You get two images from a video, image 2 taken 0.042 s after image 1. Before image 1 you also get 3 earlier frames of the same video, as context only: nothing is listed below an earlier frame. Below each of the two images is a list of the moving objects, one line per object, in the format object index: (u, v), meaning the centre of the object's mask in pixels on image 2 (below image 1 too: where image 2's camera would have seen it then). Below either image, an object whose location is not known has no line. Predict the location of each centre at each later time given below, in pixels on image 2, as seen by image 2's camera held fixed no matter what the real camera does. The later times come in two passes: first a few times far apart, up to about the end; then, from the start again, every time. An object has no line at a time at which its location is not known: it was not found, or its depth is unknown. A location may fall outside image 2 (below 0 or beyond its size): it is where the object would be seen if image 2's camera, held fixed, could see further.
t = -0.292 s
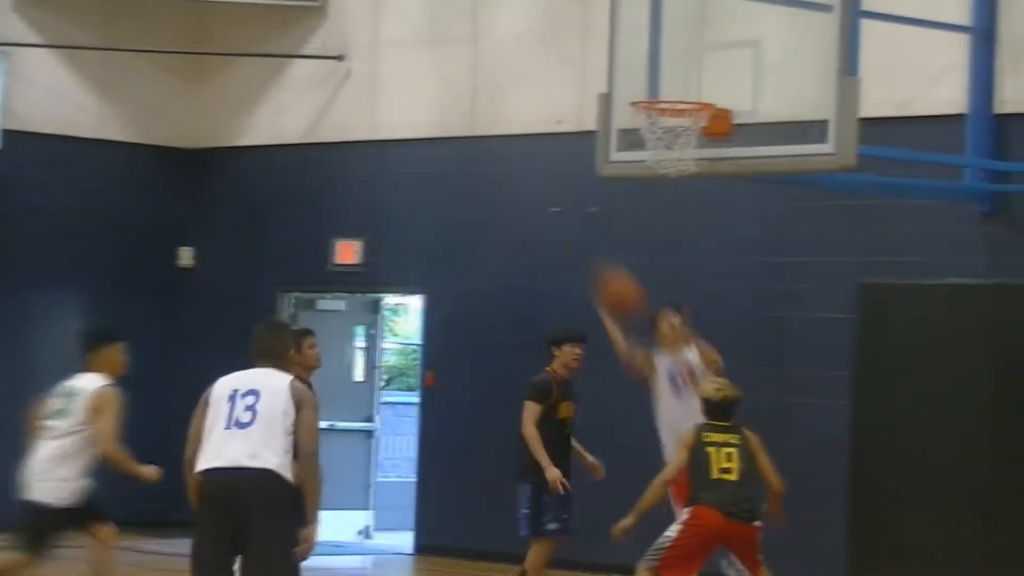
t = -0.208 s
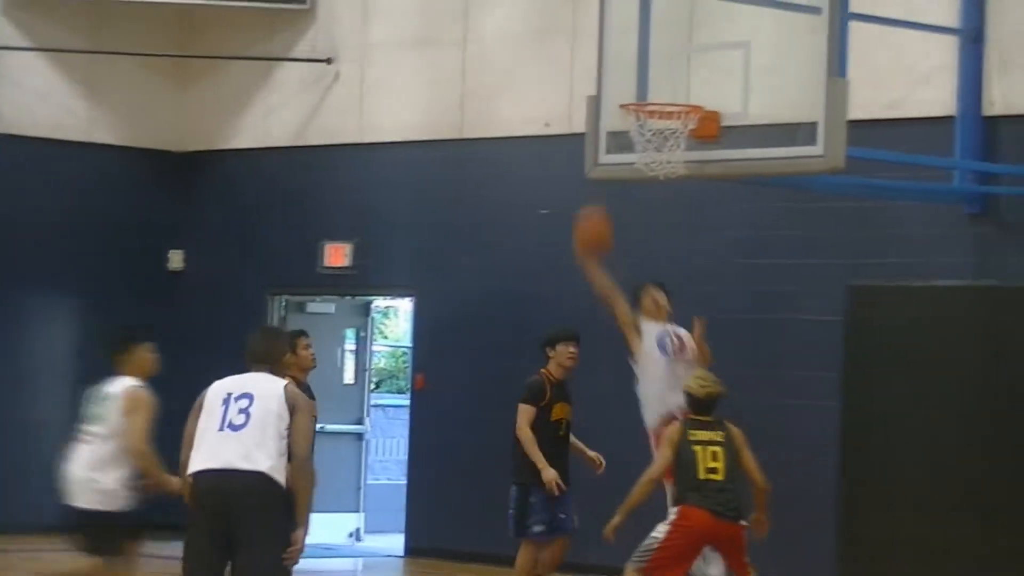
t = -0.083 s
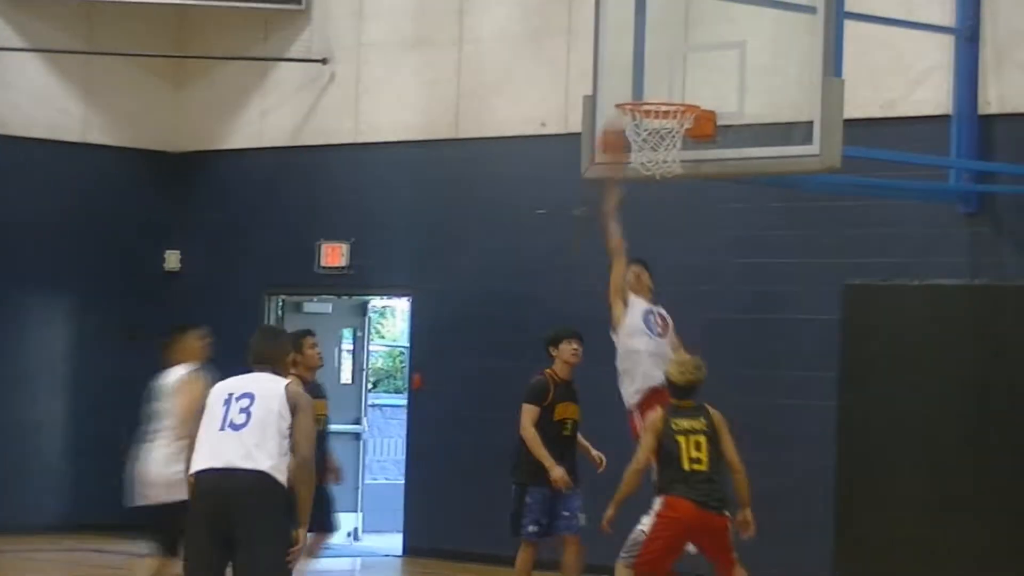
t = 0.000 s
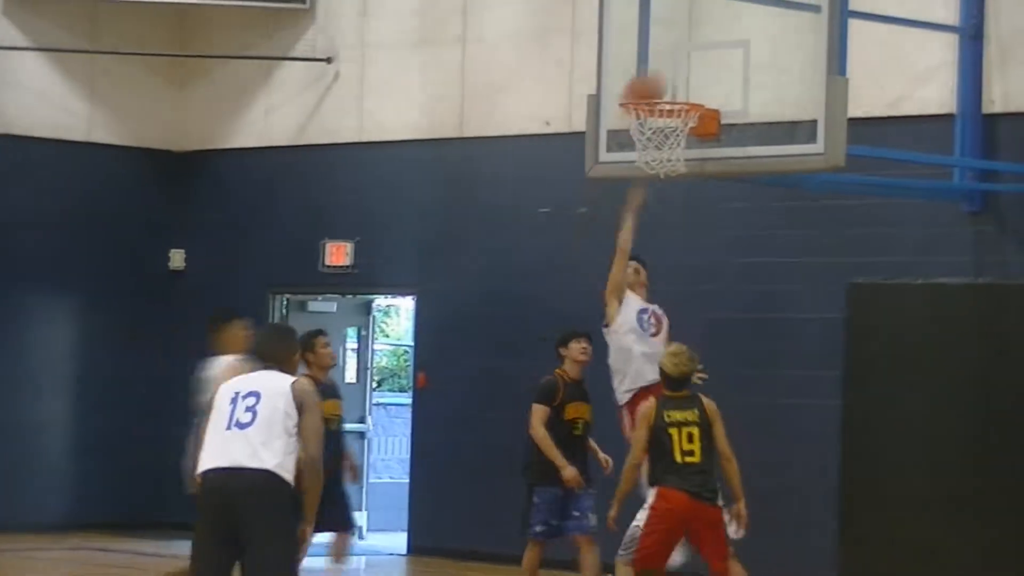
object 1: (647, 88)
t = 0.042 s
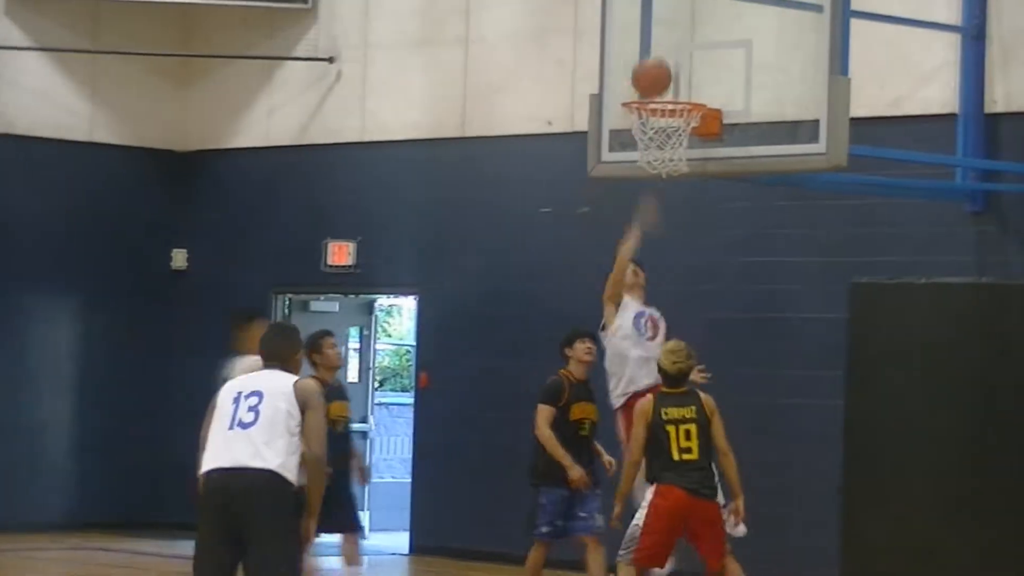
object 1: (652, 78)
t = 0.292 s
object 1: (629, 82)
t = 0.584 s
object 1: (634, 82)
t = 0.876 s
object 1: (664, 96)
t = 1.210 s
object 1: (671, 171)
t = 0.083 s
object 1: (648, 72)
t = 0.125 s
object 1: (645, 68)
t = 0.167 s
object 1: (641, 68)
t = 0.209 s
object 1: (638, 70)
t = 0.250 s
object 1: (633, 74)
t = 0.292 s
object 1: (629, 82)
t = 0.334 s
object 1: (629, 81)
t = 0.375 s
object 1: (629, 77)
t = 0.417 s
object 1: (630, 77)
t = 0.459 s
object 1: (630, 78)
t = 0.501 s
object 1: (631, 82)
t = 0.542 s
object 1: (632, 82)
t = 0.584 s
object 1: (634, 82)
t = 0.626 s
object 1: (637, 83)
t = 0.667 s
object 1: (642, 83)
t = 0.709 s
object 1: (645, 85)
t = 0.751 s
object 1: (650, 86)
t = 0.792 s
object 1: (654, 89)
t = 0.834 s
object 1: (660, 92)
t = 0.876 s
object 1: (664, 96)
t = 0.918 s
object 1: (677, 126)
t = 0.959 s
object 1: (677, 133)
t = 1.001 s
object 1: (675, 131)
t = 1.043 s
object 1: (678, 134)
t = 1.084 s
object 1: (680, 144)
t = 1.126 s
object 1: (678, 152)
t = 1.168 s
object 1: (675, 159)
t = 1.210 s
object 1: (671, 171)
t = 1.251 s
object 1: (666, 183)
